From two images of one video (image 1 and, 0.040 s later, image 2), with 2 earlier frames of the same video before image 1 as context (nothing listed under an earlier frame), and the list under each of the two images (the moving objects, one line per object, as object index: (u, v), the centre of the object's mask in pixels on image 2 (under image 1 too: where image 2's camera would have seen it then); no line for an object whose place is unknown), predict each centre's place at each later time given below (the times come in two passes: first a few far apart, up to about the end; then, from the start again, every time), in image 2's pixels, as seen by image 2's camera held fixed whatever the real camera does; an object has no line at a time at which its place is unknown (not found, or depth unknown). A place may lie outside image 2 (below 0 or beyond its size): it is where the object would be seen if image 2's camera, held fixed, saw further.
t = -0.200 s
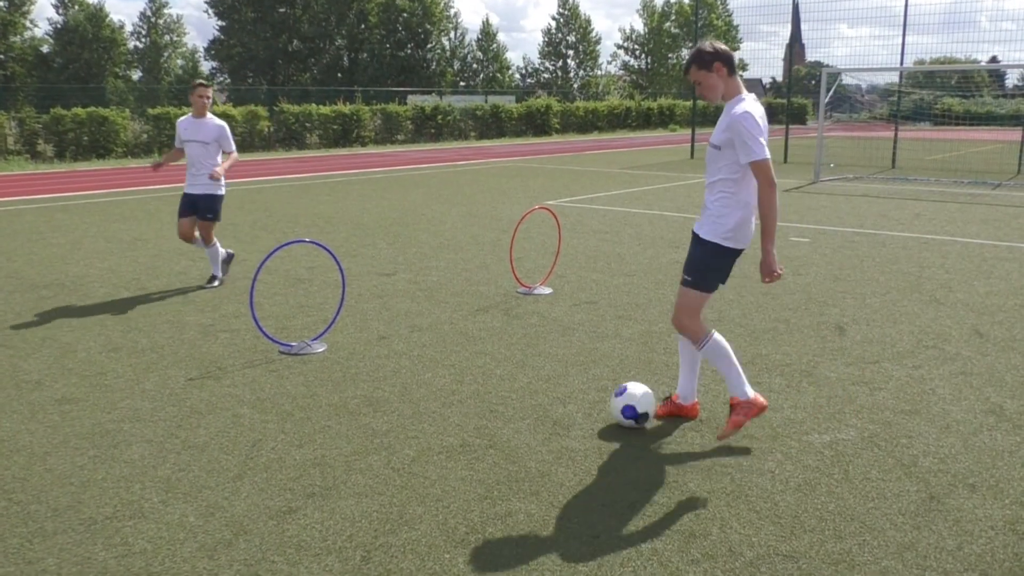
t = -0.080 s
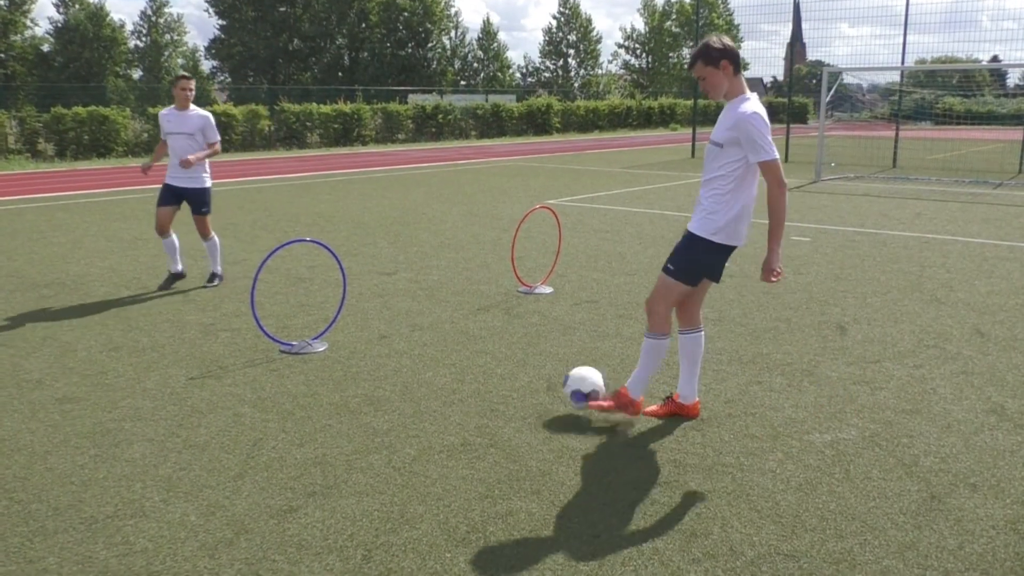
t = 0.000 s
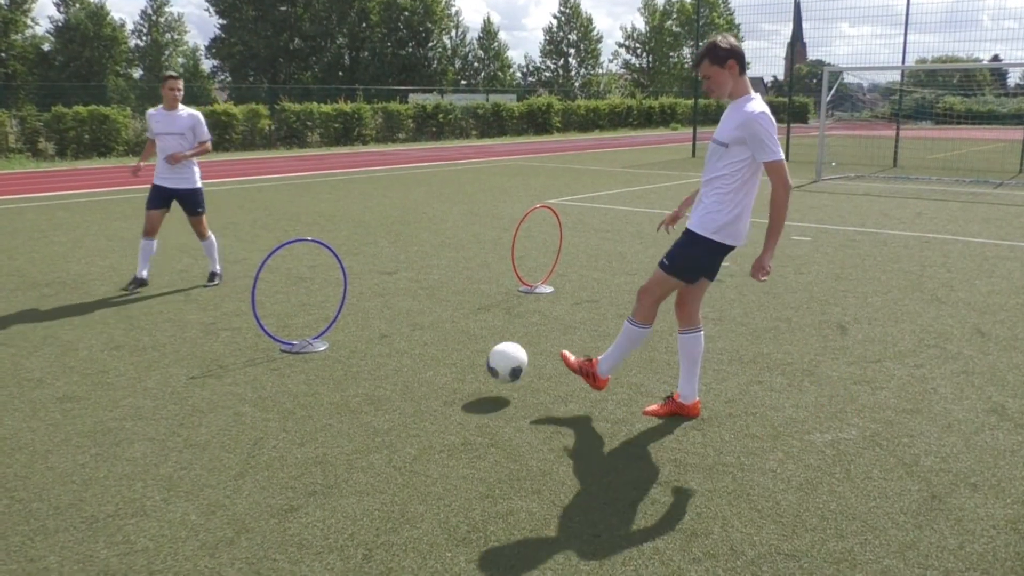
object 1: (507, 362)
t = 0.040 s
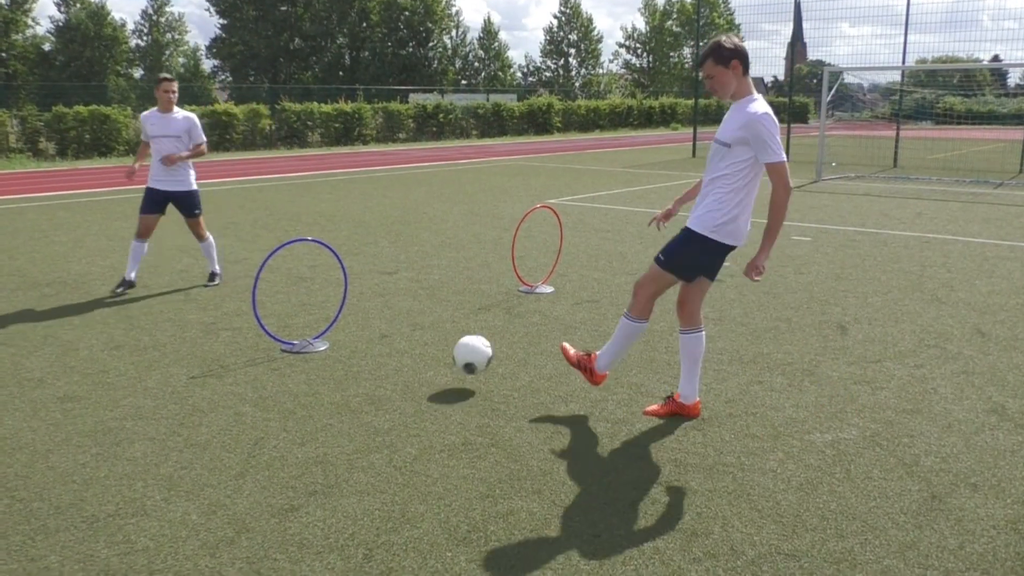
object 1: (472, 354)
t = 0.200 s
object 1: (360, 337)
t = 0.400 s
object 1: (270, 320)
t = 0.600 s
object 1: (211, 306)
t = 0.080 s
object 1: (440, 350)
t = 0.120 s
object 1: (409, 348)
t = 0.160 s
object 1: (381, 347)
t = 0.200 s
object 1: (360, 337)
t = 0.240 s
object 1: (340, 329)
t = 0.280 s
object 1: (321, 323)
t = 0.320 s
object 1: (303, 321)
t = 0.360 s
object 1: (286, 320)
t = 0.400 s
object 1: (270, 320)
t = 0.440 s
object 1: (257, 313)
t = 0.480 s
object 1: (244, 308)
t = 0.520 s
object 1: (233, 305)
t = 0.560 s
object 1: (222, 305)
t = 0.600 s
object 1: (211, 306)
